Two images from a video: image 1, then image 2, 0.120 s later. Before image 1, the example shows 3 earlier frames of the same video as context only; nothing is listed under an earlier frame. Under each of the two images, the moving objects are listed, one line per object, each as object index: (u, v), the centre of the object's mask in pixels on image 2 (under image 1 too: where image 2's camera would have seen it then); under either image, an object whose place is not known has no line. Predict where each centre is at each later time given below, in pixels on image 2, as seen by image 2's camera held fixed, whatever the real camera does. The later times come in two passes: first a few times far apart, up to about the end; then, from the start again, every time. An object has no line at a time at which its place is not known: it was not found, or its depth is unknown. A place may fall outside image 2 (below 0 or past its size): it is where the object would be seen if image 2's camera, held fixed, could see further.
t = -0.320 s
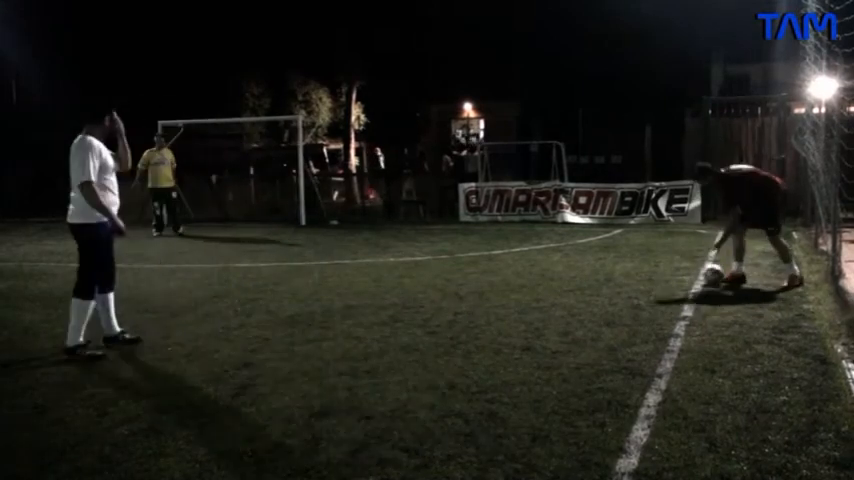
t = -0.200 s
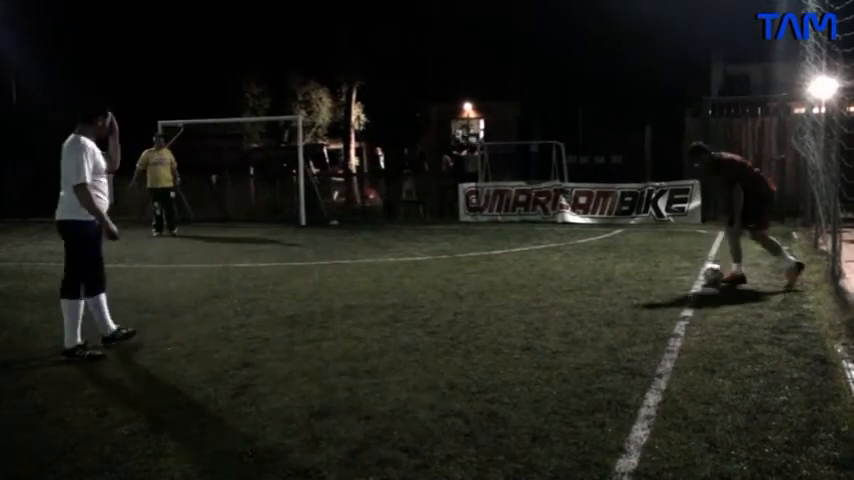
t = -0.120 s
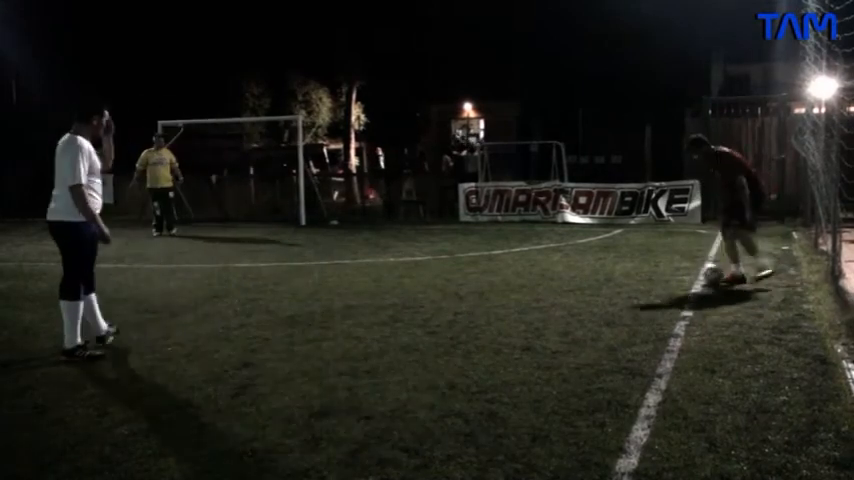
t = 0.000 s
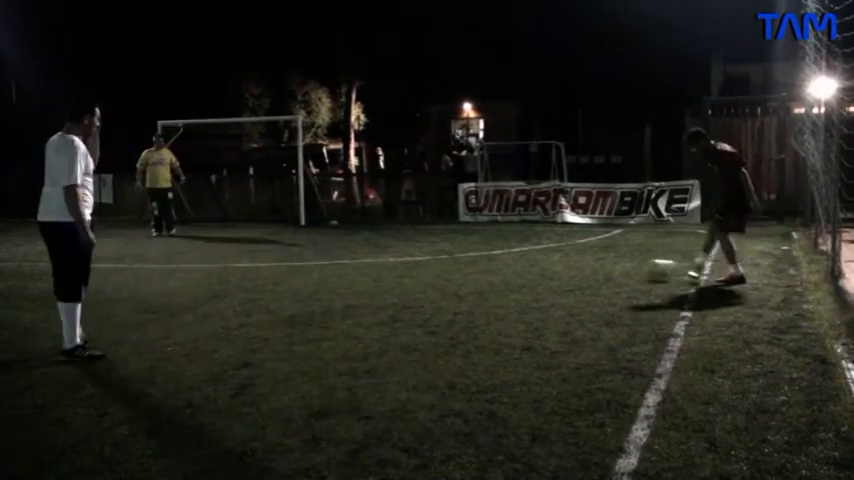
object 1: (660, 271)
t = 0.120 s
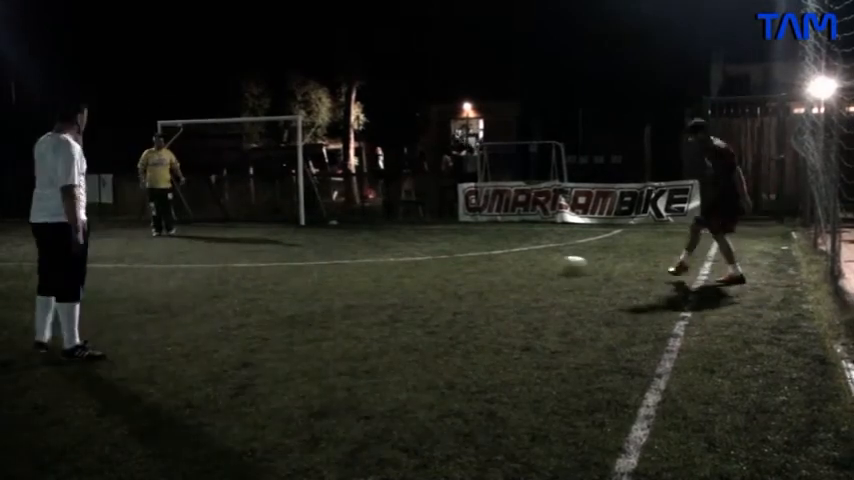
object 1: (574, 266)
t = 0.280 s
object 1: (477, 258)
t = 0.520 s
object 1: (376, 252)
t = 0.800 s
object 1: (294, 246)
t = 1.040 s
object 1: (237, 239)
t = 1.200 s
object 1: (204, 239)
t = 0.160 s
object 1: (545, 264)
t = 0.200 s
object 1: (522, 262)
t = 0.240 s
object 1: (500, 258)
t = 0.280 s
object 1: (477, 258)
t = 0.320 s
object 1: (459, 256)
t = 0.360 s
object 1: (439, 256)
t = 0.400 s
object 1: (422, 253)
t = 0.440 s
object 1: (406, 253)
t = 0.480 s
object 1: (390, 253)
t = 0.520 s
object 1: (376, 252)
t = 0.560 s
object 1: (363, 249)
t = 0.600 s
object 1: (349, 251)
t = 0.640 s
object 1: (337, 249)
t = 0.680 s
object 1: (326, 248)
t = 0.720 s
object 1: (314, 247)
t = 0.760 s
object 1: (304, 247)
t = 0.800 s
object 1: (294, 246)
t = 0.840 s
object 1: (284, 244)
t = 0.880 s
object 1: (274, 244)
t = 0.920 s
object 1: (264, 244)
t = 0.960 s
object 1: (255, 243)
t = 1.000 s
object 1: (245, 240)
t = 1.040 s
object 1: (237, 239)
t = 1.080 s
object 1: (228, 239)
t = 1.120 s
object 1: (220, 241)
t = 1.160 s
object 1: (212, 240)
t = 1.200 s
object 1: (204, 239)
